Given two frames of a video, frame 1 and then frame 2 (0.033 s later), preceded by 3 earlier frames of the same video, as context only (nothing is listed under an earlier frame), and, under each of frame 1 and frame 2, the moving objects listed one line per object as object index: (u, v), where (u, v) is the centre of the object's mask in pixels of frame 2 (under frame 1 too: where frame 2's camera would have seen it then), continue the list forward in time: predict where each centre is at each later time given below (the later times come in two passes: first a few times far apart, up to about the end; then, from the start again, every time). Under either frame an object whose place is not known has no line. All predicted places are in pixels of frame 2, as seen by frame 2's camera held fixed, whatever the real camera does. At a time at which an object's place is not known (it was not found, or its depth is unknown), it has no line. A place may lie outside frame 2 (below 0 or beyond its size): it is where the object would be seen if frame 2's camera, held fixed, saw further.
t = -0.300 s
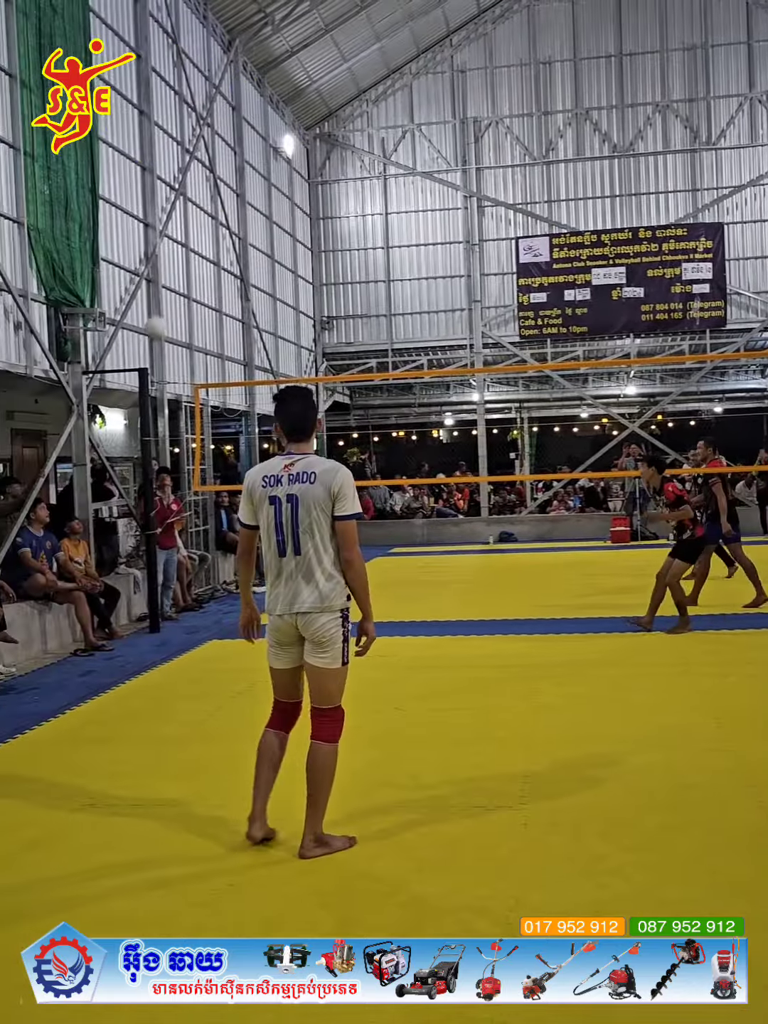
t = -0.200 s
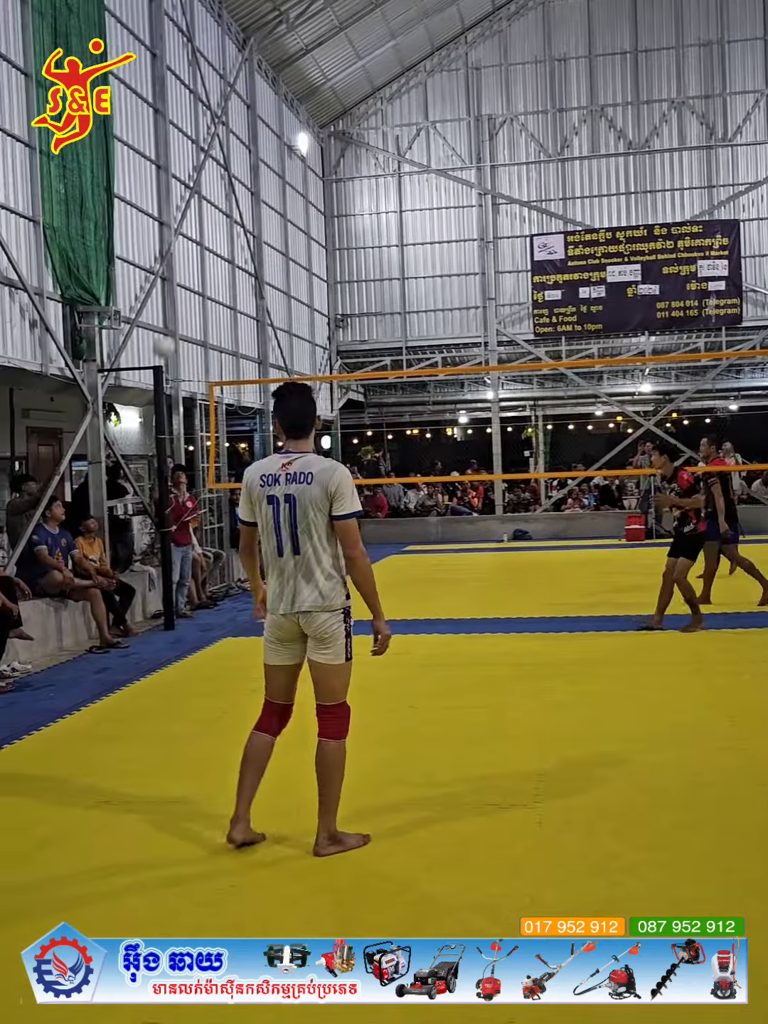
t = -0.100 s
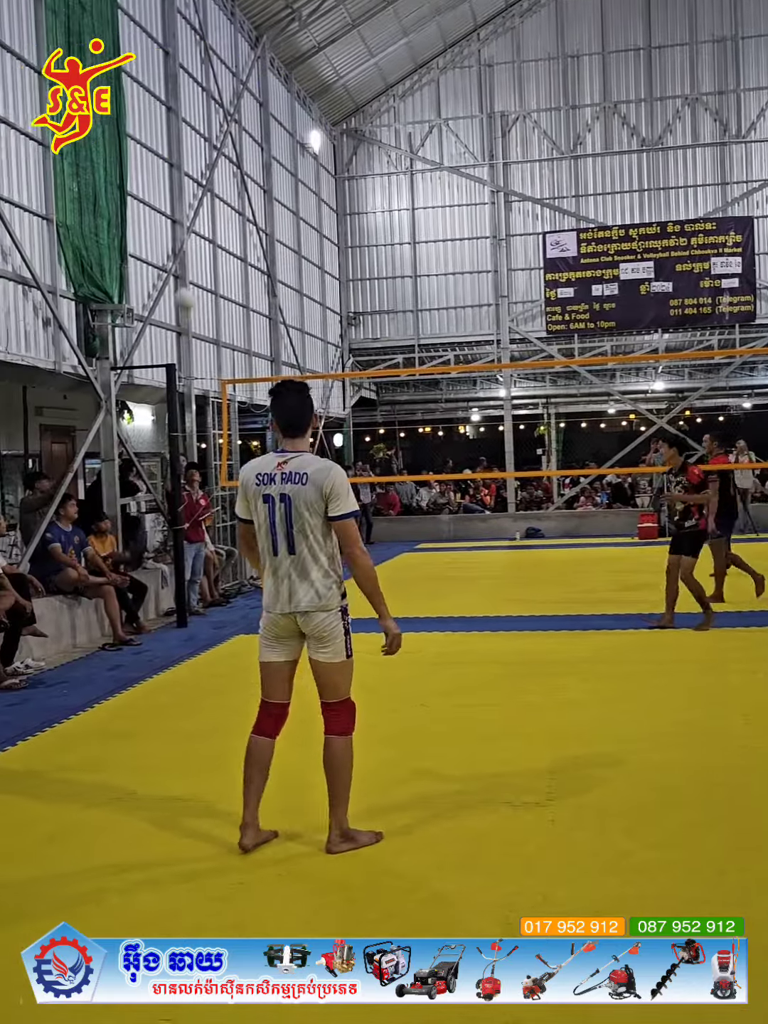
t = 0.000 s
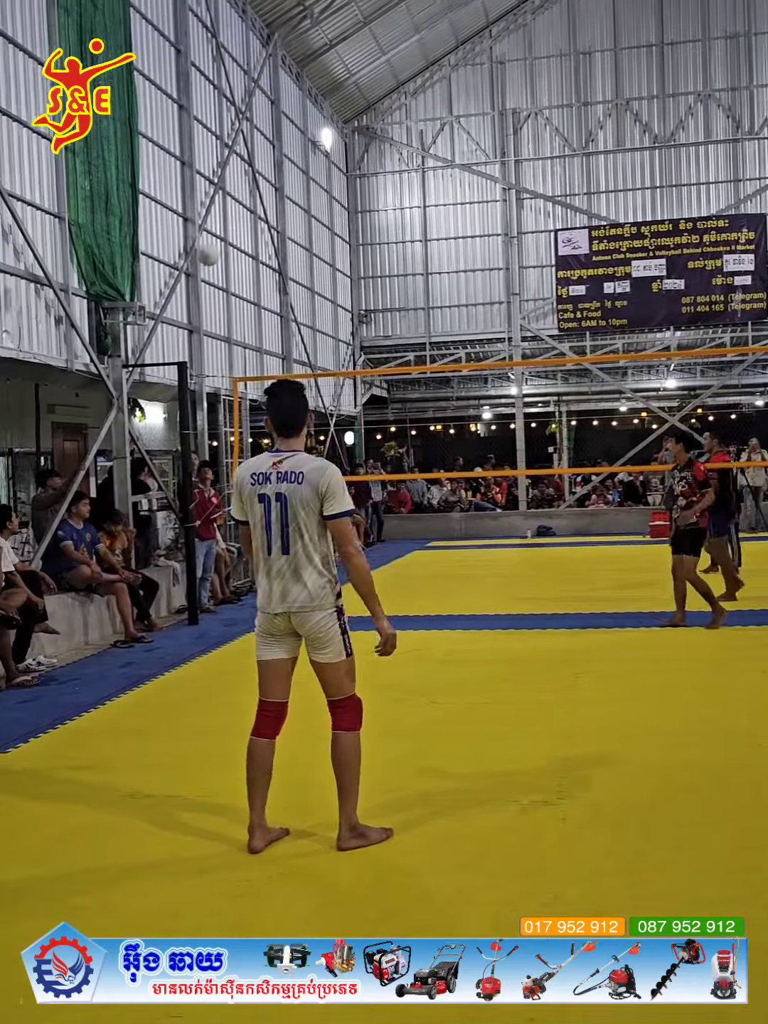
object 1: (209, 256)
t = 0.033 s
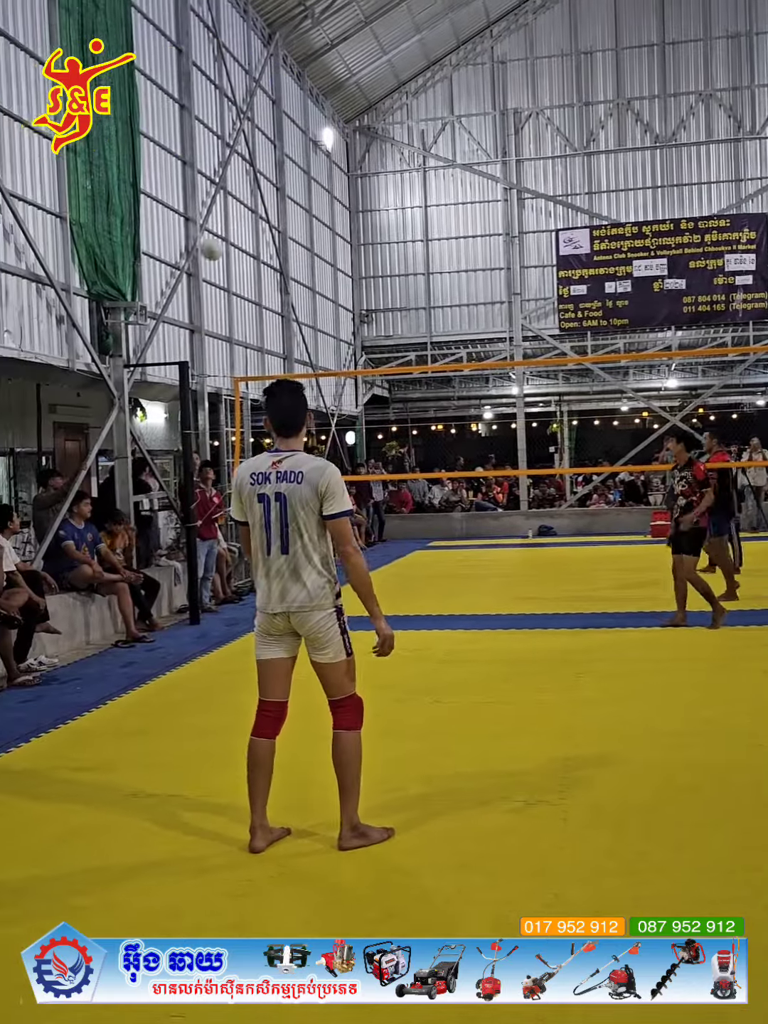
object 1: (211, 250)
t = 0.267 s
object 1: (240, 207)
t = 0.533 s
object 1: (280, 232)
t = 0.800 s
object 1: (332, 357)
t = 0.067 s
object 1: (215, 240)
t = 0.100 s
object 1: (218, 231)
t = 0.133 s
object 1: (225, 220)
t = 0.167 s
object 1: (227, 217)
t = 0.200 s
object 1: (231, 213)
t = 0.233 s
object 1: (235, 209)
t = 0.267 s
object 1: (240, 207)
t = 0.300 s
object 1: (245, 204)
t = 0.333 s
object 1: (250, 205)
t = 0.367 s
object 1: (254, 205)
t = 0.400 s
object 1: (258, 208)
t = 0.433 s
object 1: (264, 212)
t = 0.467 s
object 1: (270, 217)
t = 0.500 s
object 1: (278, 228)
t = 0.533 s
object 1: (280, 232)
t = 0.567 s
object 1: (286, 241)
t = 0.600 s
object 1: (292, 253)
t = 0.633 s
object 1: (298, 269)
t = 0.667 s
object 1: (305, 281)
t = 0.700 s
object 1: (310, 297)
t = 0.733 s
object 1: (322, 325)
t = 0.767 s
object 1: (329, 347)
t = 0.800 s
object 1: (332, 357)
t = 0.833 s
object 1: (340, 380)
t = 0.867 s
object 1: (347, 406)
